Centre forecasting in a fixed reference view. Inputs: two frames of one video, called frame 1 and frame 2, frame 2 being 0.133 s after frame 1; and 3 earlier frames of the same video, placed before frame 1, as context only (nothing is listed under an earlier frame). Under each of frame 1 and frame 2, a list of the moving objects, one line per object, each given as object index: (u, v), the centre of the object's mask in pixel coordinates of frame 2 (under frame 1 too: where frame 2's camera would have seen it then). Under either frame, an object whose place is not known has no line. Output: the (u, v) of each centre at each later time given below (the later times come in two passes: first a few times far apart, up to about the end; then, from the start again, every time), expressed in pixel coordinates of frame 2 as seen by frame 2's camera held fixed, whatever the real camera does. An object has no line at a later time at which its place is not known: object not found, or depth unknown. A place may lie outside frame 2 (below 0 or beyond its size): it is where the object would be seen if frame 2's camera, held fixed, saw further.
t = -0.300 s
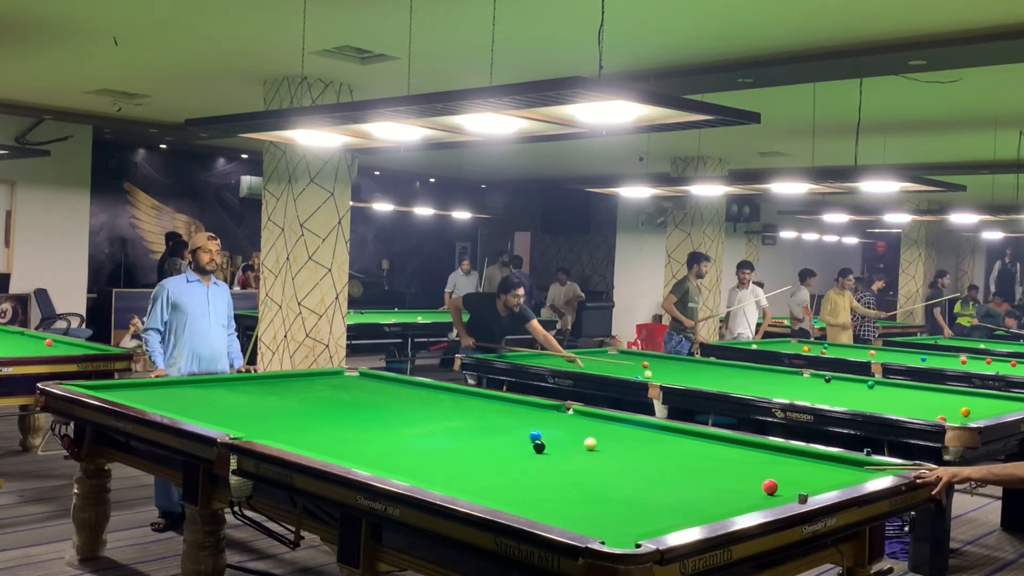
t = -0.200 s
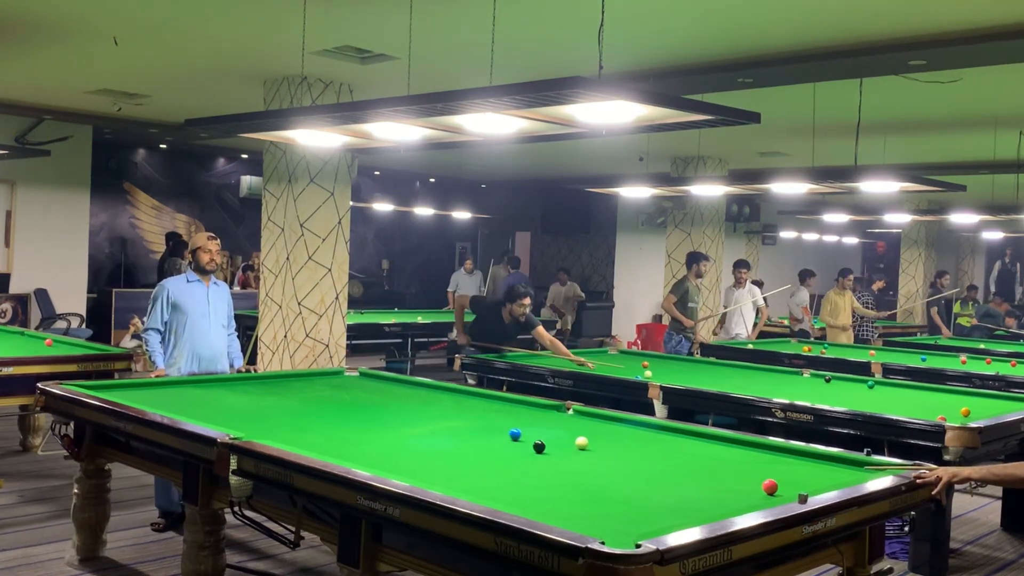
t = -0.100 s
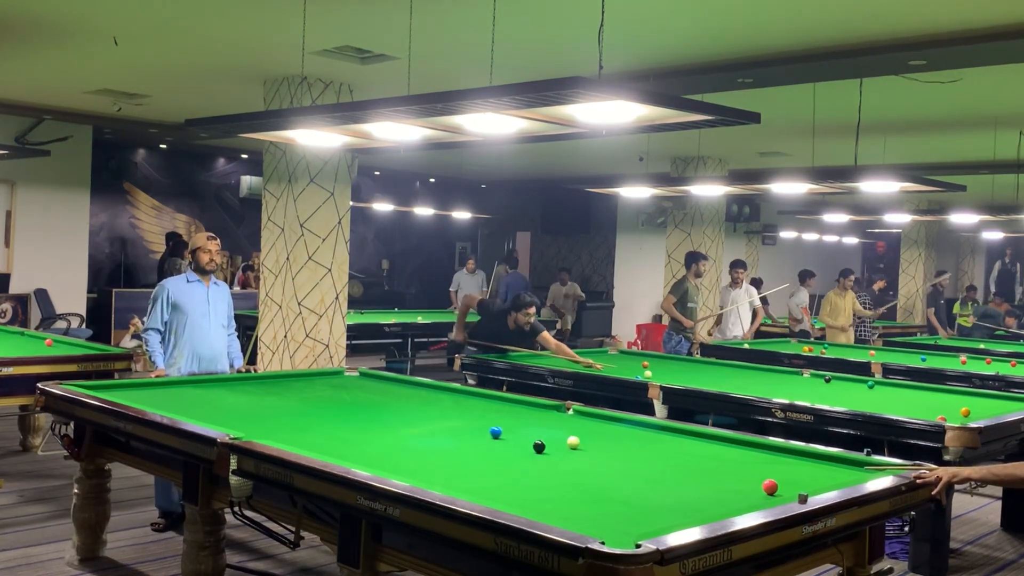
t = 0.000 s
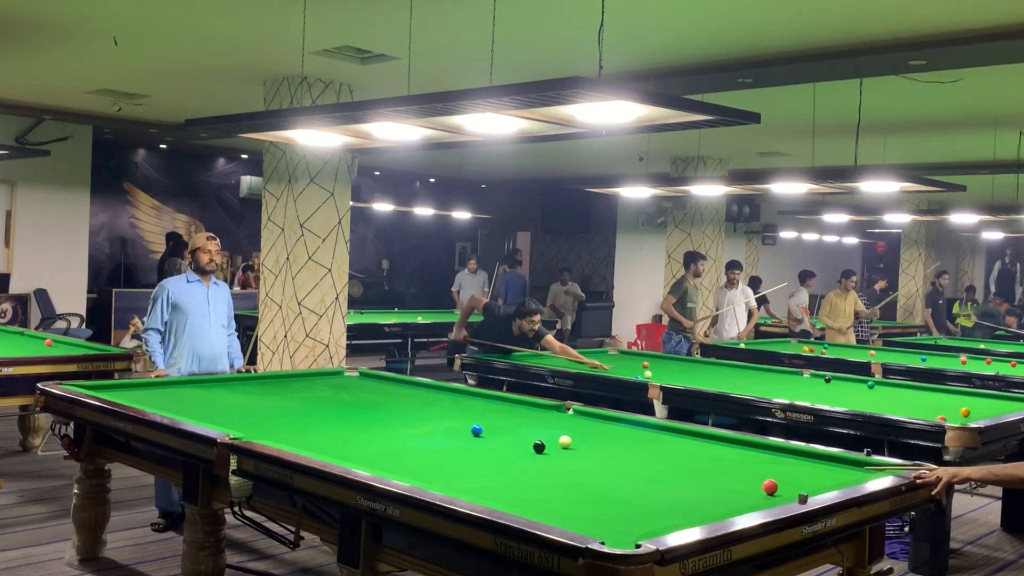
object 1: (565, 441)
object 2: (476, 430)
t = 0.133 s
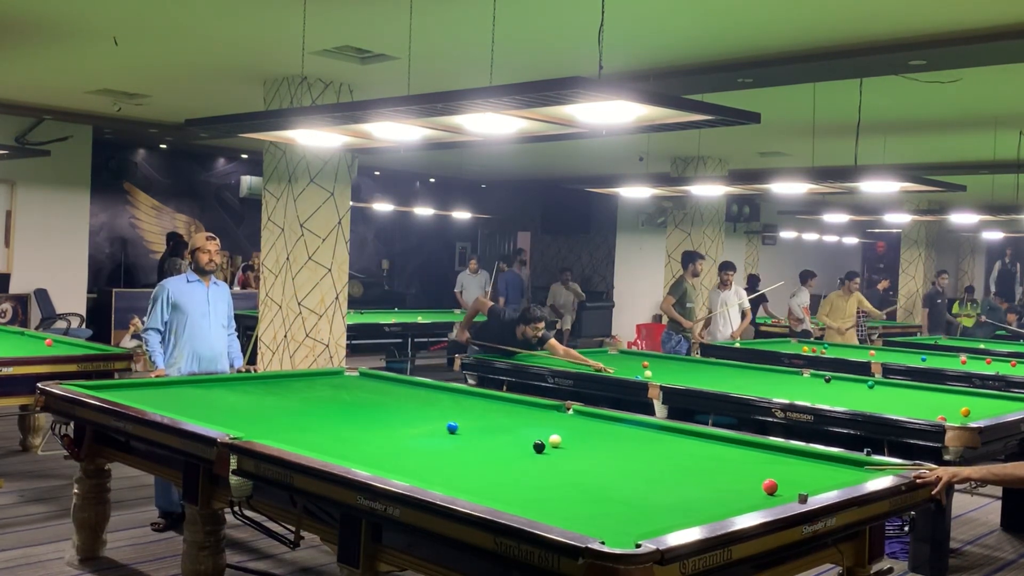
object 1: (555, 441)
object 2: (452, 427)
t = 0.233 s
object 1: (548, 440)
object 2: (434, 426)
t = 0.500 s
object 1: (529, 439)
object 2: (389, 421)
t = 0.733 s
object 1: (515, 438)
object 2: (352, 417)
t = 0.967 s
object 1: (502, 436)
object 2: (317, 413)
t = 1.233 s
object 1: (488, 435)
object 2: (279, 409)
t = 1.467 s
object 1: (478, 434)
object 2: (248, 406)
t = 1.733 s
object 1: (468, 434)
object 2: (216, 402)
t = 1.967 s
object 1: (461, 433)
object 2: (189, 399)
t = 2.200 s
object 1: (454, 432)
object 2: (164, 397)
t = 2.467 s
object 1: (449, 432)
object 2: (138, 394)
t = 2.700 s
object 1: (445, 432)
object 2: (116, 392)
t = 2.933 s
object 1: (442, 431)
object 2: (97, 388)
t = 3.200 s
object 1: (441, 431)
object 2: (76, 385)
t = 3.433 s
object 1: (441, 431)
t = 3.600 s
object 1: (441, 431)
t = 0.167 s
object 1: (552, 440)
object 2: (446, 427)
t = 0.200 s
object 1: (550, 440)
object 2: (440, 426)
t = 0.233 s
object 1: (548, 440)
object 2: (434, 426)
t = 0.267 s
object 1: (546, 439)
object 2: (428, 425)
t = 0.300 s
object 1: (543, 438)
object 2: (423, 424)
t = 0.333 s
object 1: (541, 437)
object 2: (417, 424)
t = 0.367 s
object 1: (538, 437)
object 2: (411, 423)
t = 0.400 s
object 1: (535, 437)
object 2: (405, 423)
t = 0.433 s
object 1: (533, 438)
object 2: (400, 422)
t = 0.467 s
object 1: (531, 438)
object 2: (394, 422)
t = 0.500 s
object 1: (529, 439)
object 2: (389, 421)
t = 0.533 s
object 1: (527, 439)
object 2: (384, 420)
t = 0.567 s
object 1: (525, 438)
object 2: (378, 420)
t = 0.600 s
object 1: (523, 438)
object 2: (373, 419)
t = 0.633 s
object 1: (521, 438)
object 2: (368, 418)
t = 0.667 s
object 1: (519, 438)
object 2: (362, 418)
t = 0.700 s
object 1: (517, 438)
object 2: (357, 417)
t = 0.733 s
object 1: (515, 438)
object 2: (352, 417)
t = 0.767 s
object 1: (513, 437)
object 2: (347, 416)
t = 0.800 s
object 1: (511, 437)
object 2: (341, 416)
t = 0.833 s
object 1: (509, 437)
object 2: (337, 415)
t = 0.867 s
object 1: (507, 437)
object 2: (332, 415)
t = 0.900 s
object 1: (505, 437)
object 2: (327, 414)
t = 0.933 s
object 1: (503, 437)
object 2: (322, 413)
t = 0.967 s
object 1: (502, 436)
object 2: (317, 413)
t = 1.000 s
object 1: (500, 436)
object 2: (312, 412)
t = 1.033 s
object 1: (498, 436)
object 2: (307, 412)
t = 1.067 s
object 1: (496, 436)
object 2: (303, 412)
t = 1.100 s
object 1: (495, 436)
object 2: (298, 411)
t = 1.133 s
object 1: (493, 436)
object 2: (293, 410)
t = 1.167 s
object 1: (491, 436)
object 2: (289, 410)
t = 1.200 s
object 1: (490, 435)
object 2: (284, 410)
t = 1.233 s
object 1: (488, 435)
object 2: (279, 409)
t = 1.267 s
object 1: (487, 435)
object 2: (275, 408)
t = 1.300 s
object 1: (485, 435)
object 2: (270, 408)
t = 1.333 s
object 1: (484, 435)
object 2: (266, 407)
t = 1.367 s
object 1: (482, 435)
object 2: (262, 407)
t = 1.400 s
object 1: (481, 435)
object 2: (257, 407)
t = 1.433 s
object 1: (480, 435)
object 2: (253, 406)
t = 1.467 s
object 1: (478, 434)
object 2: (248, 406)
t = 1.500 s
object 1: (477, 434)
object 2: (244, 405)
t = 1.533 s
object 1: (476, 434)
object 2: (240, 405)
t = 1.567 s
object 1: (474, 434)
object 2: (236, 404)
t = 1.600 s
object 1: (473, 434)
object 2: (232, 404)
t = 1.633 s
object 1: (472, 434)
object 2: (228, 404)
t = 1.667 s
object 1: (471, 434)
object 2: (224, 403)
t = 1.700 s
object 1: (469, 434)
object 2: (220, 403)
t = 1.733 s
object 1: (468, 434)
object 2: (216, 402)
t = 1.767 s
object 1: (467, 434)
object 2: (212, 402)
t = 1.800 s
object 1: (466, 433)
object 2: (208, 402)
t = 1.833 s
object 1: (465, 433)
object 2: (204, 401)
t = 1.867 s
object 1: (464, 433)
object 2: (201, 401)
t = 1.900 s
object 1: (463, 433)
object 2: (197, 400)
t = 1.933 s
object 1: (462, 433)
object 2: (193, 400)
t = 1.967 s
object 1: (461, 433)
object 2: (189, 399)
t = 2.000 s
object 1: (460, 433)
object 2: (185, 399)
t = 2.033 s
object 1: (459, 433)
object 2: (182, 399)
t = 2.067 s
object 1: (458, 433)
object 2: (179, 398)
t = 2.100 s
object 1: (457, 433)
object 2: (175, 398)
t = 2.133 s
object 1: (456, 433)
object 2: (171, 398)
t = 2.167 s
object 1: (455, 433)
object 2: (168, 397)
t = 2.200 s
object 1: (454, 432)
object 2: (164, 397)
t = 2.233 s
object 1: (454, 432)
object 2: (161, 397)
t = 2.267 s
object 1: (453, 432)
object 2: (157, 396)
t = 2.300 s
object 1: (452, 432)
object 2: (154, 396)
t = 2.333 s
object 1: (451, 432)
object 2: (151, 396)
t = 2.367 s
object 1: (451, 432)
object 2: (147, 395)
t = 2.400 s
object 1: (450, 432)
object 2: (144, 395)
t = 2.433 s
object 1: (449, 432)
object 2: (141, 394)
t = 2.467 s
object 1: (449, 432)
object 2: (138, 394)
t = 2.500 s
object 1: (448, 432)
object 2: (134, 394)
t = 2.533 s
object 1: (448, 432)
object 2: (131, 393)
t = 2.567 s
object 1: (447, 432)
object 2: (128, 393)
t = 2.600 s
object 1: (446, 432)
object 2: (125, 393)
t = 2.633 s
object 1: (446, 432)
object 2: (122, 392)
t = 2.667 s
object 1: (445, 432)
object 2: (119, 392)
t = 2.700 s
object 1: (445, 432)
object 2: (116, 392)
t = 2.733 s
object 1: (445, 432)
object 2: (114, 391)
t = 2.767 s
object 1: (444, 432)
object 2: (110, 390)
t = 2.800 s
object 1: (444, 432)
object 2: (108, 390)
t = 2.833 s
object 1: (443, 432)
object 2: (105, 389)
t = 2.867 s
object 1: (443, 432)
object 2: (102, 389)
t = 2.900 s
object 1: (443, 432)
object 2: (99, 389)
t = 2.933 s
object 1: (442, 431)
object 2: (97, 388)
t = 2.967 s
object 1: (442, 431)
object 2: (94, 388)
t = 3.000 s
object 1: (442, 431)
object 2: (91, 387)
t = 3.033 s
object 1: (442, 431)
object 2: (89, 387)
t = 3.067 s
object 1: (442, 431)
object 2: (86, 386)
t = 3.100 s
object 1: (441, 431)
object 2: (84, 386)
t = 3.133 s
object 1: (441, 431)
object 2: (82, 386)
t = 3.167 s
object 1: (441, 431)
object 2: (79, 385)
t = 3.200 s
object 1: (441, 431)
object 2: (76, 385)
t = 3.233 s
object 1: (441, 431)
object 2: (74, 384)
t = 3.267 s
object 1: (441, 431)
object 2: (71, 384)
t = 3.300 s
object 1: (441, 431)
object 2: (68, 384)
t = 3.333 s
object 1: (441, 431)
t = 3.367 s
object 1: (441, 431)
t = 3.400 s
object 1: (441, 431)
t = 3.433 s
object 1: (441, 431)
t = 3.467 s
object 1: (441, 431)
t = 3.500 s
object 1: (441, 431)
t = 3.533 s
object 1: (441, 431)
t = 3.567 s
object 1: (441, 431)
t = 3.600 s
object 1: (441, 431)
